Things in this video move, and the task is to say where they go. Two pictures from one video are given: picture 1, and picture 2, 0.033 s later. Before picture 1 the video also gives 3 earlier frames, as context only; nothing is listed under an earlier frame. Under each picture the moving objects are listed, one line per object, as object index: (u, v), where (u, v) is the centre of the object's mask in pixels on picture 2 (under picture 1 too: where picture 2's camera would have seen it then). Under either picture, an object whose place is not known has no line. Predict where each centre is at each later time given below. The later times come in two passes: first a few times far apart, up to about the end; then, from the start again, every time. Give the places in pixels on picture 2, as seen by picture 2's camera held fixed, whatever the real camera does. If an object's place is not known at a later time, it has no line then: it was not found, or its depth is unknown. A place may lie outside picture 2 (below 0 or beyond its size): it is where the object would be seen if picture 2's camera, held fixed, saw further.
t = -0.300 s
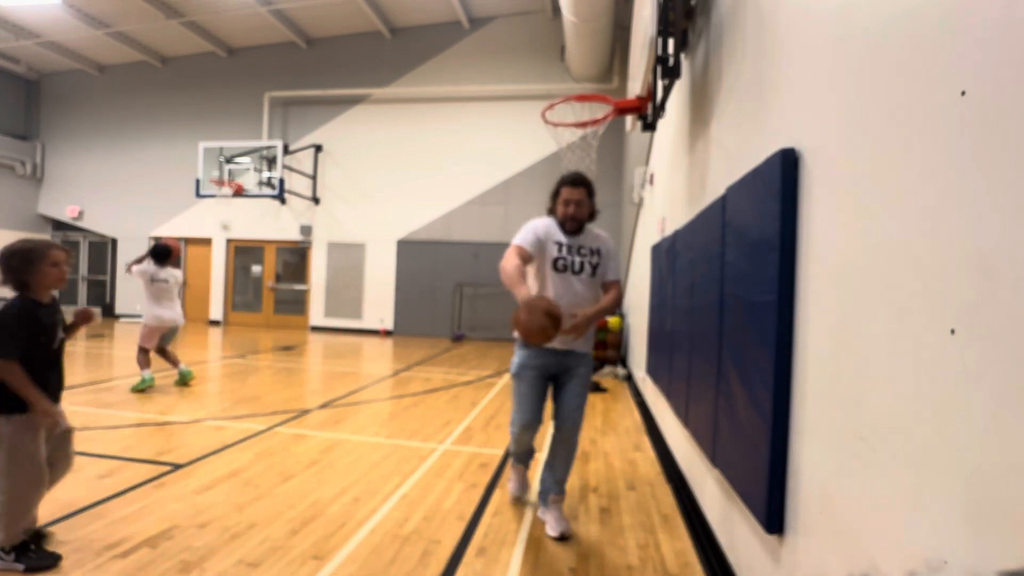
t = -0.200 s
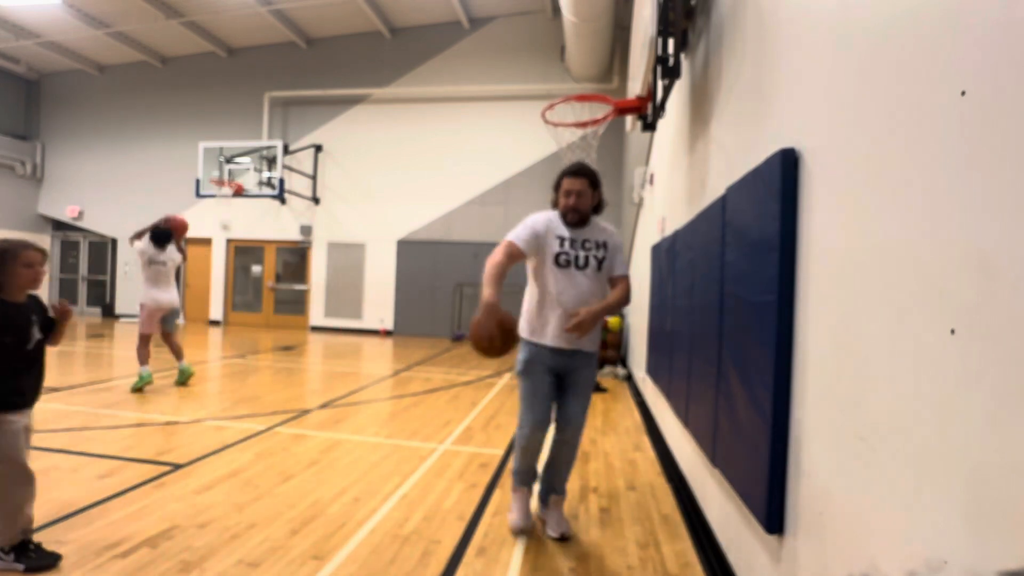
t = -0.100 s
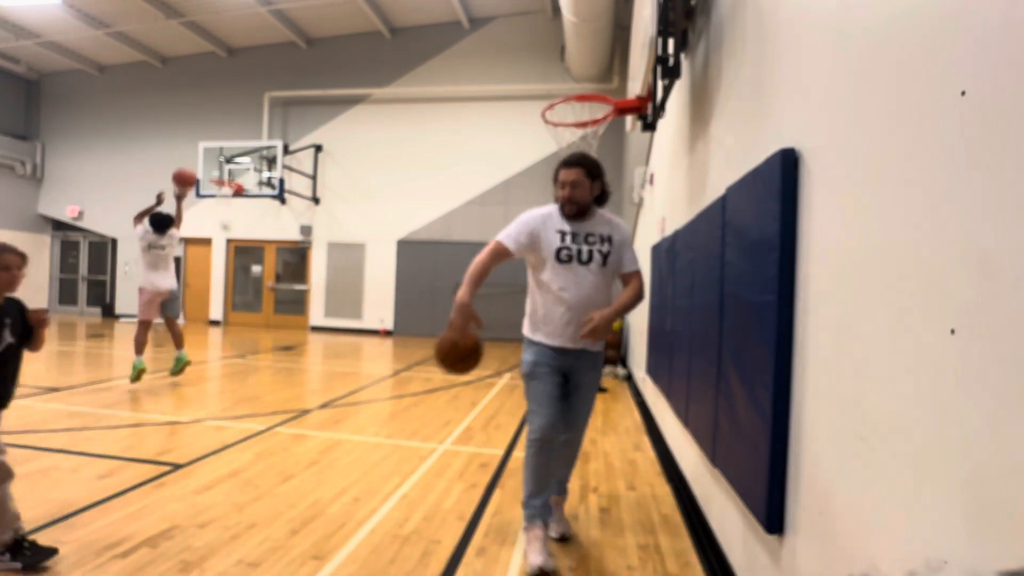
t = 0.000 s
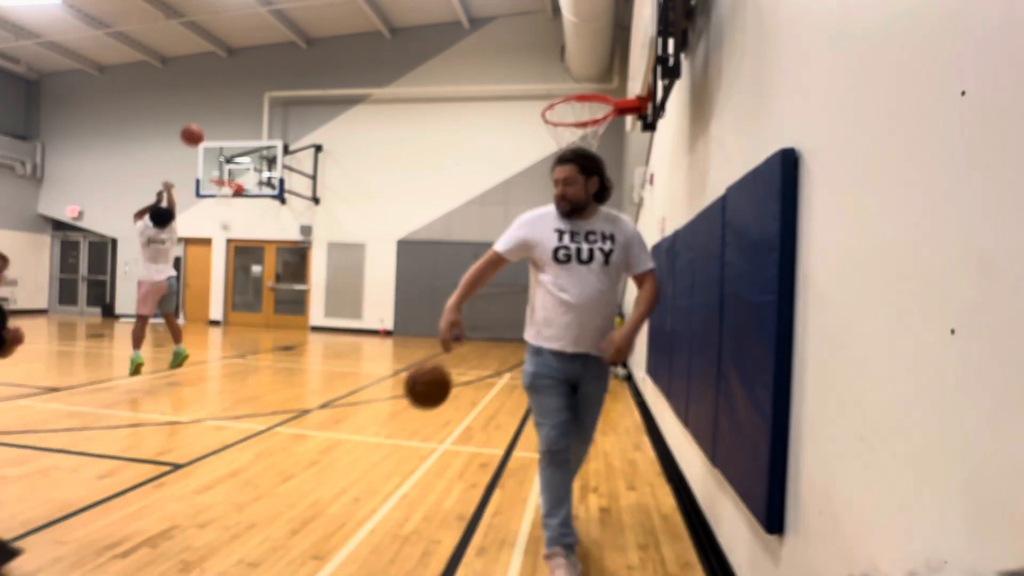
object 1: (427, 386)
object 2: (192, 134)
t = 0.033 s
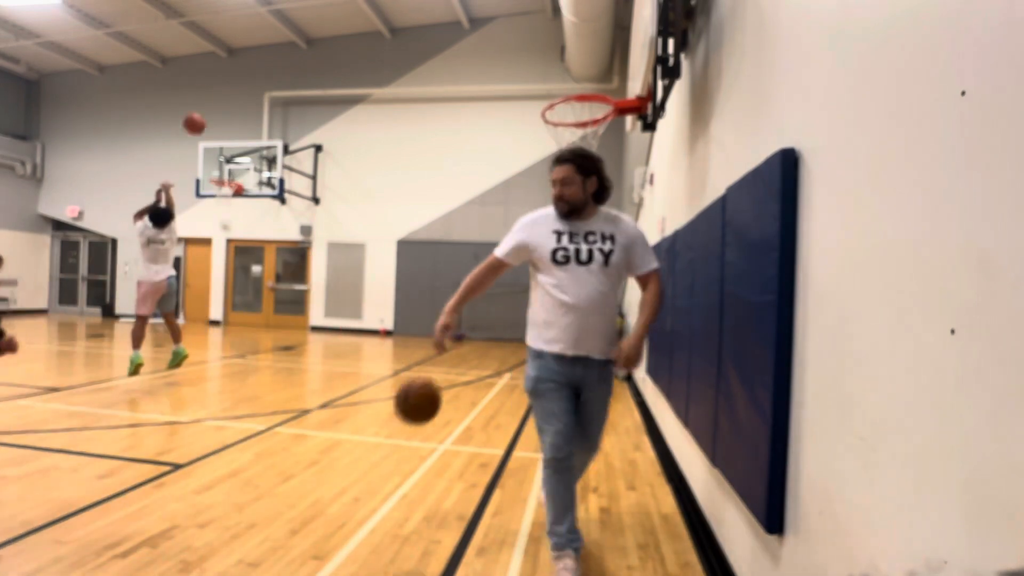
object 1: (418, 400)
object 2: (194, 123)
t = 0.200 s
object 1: (371, 501)
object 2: (204, 84)
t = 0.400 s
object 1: (354, 391)
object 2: (213, 70)
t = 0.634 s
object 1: (334, 362)
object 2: (221, 85)
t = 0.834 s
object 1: (315, 408)
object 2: (224, 119)
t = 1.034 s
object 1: (300, 421)
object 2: (226, 167)
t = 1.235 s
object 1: (288, 378)
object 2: (197, 171)
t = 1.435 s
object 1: (275, 396)
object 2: (163, 176)
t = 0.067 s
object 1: (408, 418)
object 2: (197, 113)
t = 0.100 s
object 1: (398, 437)
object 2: (198, 104)
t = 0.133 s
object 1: (389, 458)
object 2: (201, 96)
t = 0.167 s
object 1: (379, 481)
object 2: (202, 90)
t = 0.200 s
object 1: (371, 501)
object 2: (204, 84)
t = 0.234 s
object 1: (368, 476)
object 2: (206, 80)
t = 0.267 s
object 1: (366, 454)
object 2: (208, 76)
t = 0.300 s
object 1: (363, 435)
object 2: (209, 74)
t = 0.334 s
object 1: (360, 418)
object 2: (211, 71)
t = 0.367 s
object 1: (357, 403)
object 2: (212, 70)
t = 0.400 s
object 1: (354, 391)
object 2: (213, 70)
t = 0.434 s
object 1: (351, 381)
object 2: (214, 70)
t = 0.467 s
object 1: (348, 372)
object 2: (216, 71)
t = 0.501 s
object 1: (345, 366)
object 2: (217, 73)
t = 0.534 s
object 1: (342, 362)
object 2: (218, 75)
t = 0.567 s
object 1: (340, 360)
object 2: (219, 78)
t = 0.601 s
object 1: (337, 360)
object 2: (220, 81)
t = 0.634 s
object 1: (334, 362)
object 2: (221, 85)
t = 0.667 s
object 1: (331, 365)
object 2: (221, 90)
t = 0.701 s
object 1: (327, 370)
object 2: (222, 95)
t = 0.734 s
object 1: (324, 377)
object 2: (222, 100)
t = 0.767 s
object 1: (321, 386)
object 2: (223, 106)
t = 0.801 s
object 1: (318, 397)
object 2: (224, 112)
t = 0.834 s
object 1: (315, 408)
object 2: (224, 119)
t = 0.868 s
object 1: (312, 422)
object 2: (224, 126)
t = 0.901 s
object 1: (309, 437)
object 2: (225, 134)
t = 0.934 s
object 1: (306, 453)
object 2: (225, 141)
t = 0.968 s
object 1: (304, 450)
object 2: (226, 150)
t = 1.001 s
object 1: (302, 435)
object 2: (226, 158)
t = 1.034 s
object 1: (300, 421)
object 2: (226, 167)
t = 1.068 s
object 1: (298, 409)
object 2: (224, 173)
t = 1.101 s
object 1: (296, 400)
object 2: (218, 179)
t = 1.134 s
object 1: (294, 392)
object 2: (214, 178)
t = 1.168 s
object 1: (292, 386)
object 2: (208, 175)
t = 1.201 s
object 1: (290, 382)
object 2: (202, 173)
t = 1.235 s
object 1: (288, 378)
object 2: (197, 171)
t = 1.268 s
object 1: (286, 378)
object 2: (191, 171)
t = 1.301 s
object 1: (284, 378)
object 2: (186, 171)
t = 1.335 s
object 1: (282, 380)
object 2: (180, 171)
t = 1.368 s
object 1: (280, 384)
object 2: (175, 172)
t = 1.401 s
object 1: (278, 389)
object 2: (169, 174)
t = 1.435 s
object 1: (275, 396)
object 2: (163, 176)
